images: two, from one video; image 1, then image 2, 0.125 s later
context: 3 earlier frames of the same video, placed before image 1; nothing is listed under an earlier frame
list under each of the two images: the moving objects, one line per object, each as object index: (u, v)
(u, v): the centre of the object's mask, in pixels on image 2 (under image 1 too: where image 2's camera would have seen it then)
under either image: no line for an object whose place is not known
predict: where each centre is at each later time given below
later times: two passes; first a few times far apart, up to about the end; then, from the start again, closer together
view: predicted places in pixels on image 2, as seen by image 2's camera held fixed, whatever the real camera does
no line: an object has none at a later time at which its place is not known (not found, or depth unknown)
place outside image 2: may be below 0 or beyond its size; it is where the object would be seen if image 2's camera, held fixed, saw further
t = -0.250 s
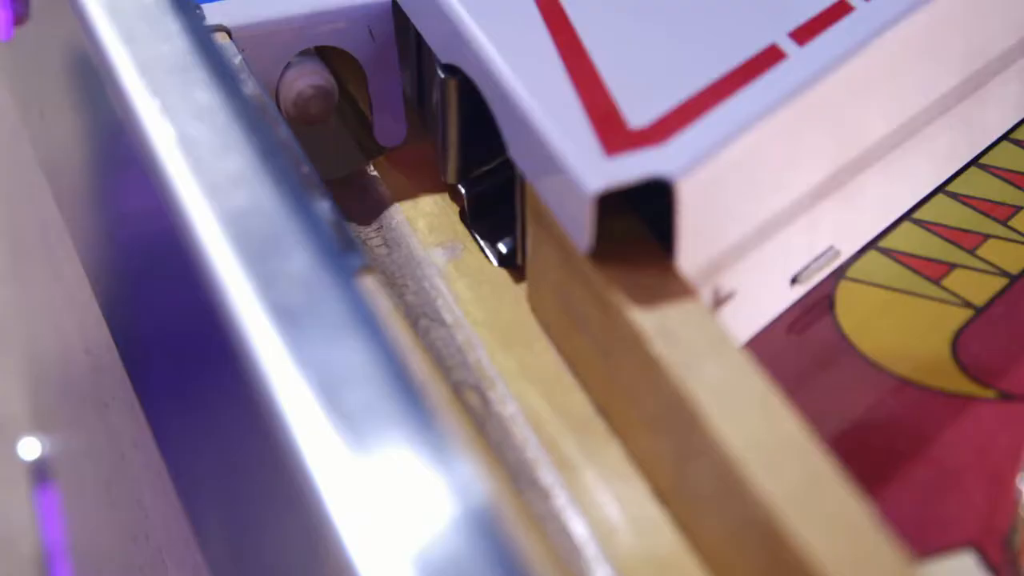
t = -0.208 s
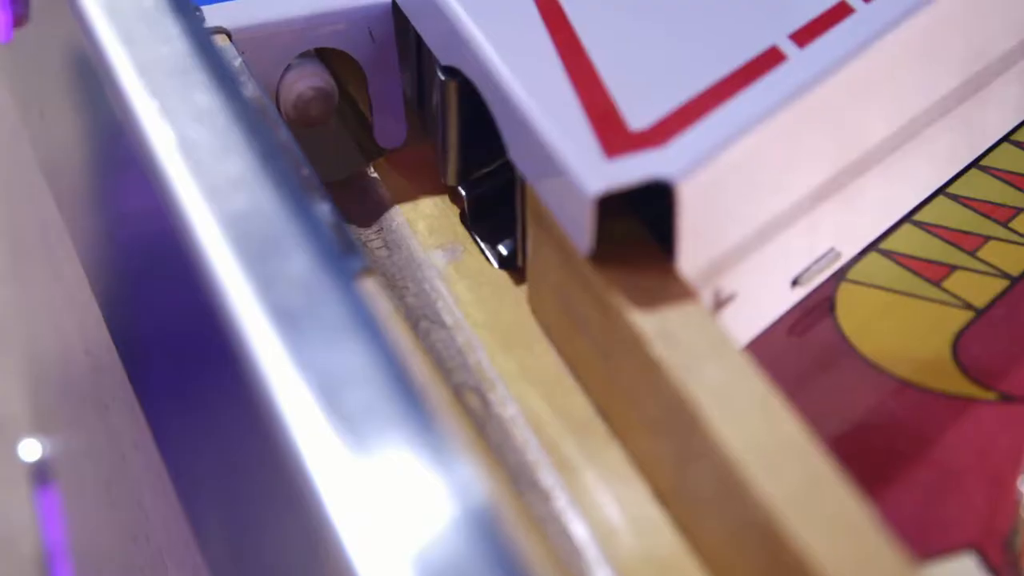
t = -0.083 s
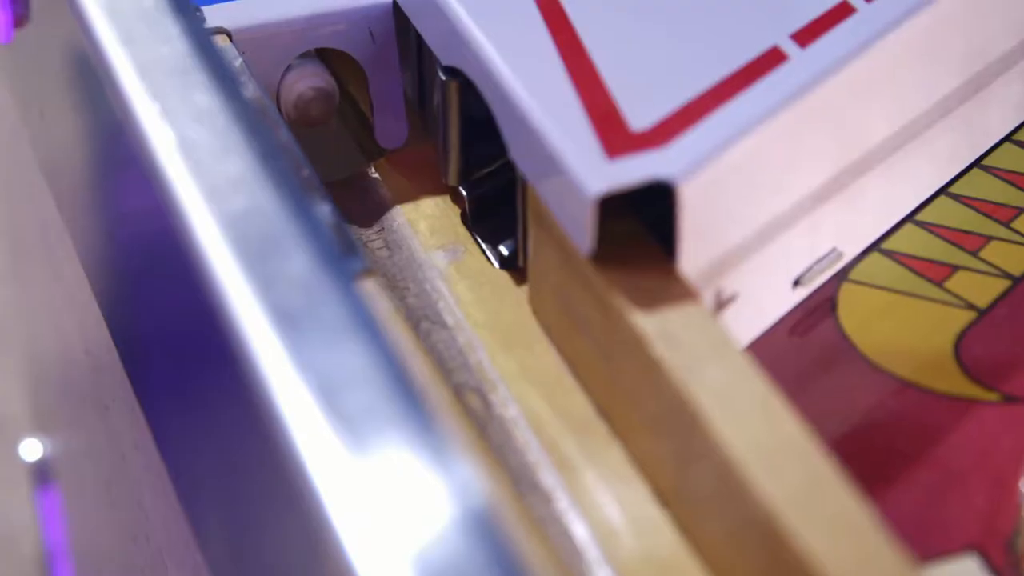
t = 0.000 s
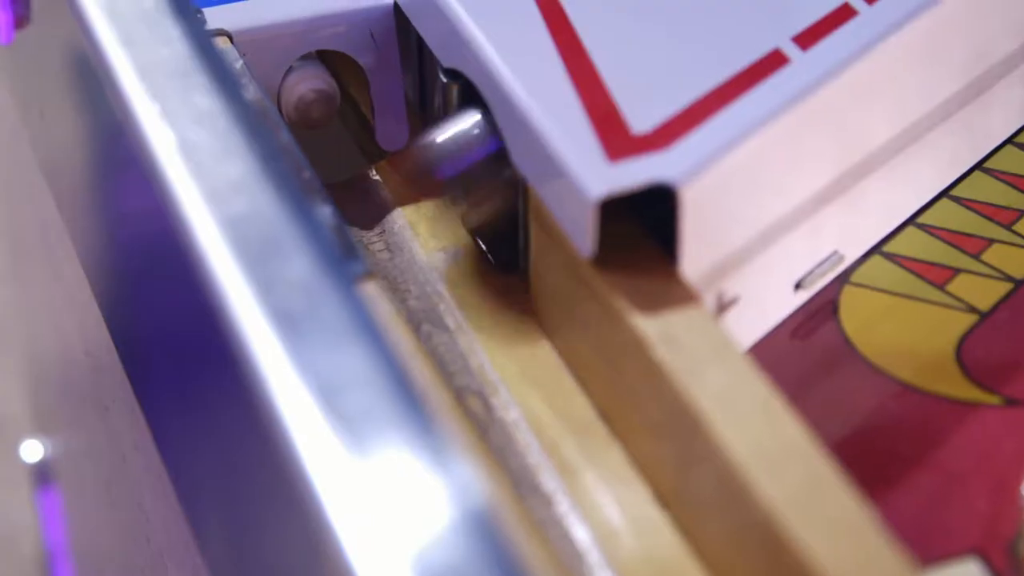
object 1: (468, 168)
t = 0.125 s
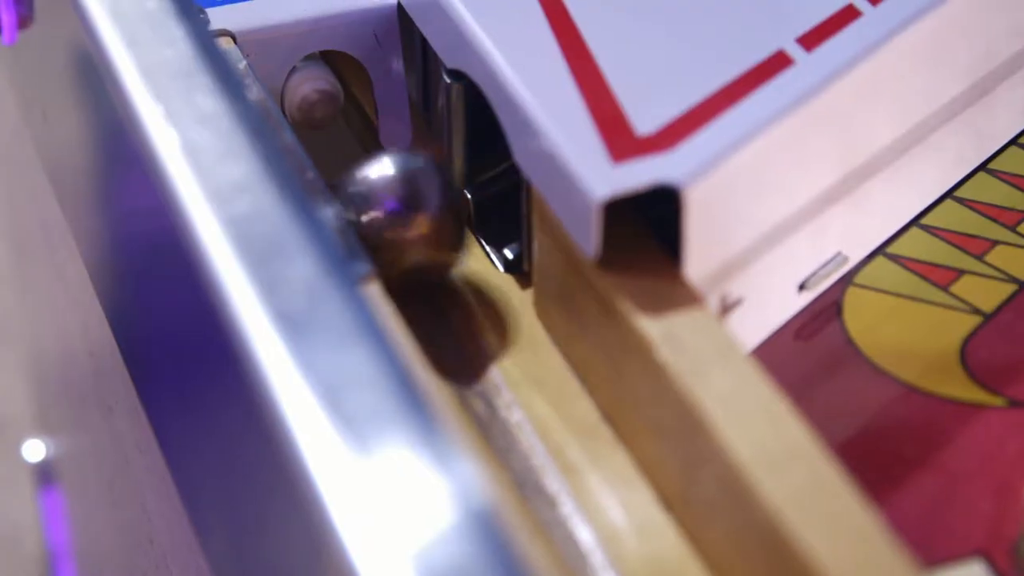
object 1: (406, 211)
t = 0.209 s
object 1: (412, 217)
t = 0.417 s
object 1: (393, 190)
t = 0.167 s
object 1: (405, 215)
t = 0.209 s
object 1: (412, 217)
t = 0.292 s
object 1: (406, 212)
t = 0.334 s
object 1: (404, 207)
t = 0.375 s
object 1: (400, 196)
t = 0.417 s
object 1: (393, 190)
